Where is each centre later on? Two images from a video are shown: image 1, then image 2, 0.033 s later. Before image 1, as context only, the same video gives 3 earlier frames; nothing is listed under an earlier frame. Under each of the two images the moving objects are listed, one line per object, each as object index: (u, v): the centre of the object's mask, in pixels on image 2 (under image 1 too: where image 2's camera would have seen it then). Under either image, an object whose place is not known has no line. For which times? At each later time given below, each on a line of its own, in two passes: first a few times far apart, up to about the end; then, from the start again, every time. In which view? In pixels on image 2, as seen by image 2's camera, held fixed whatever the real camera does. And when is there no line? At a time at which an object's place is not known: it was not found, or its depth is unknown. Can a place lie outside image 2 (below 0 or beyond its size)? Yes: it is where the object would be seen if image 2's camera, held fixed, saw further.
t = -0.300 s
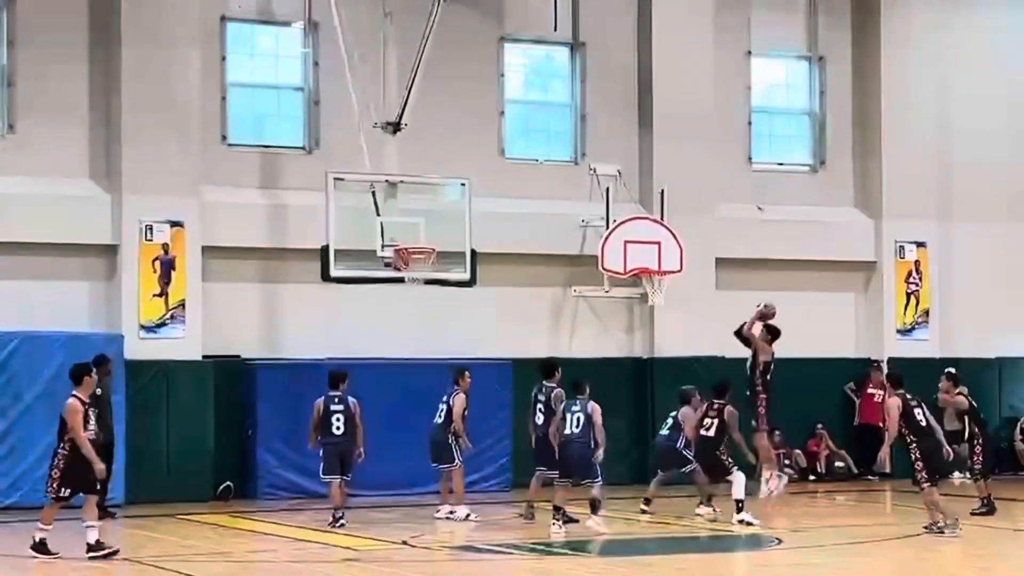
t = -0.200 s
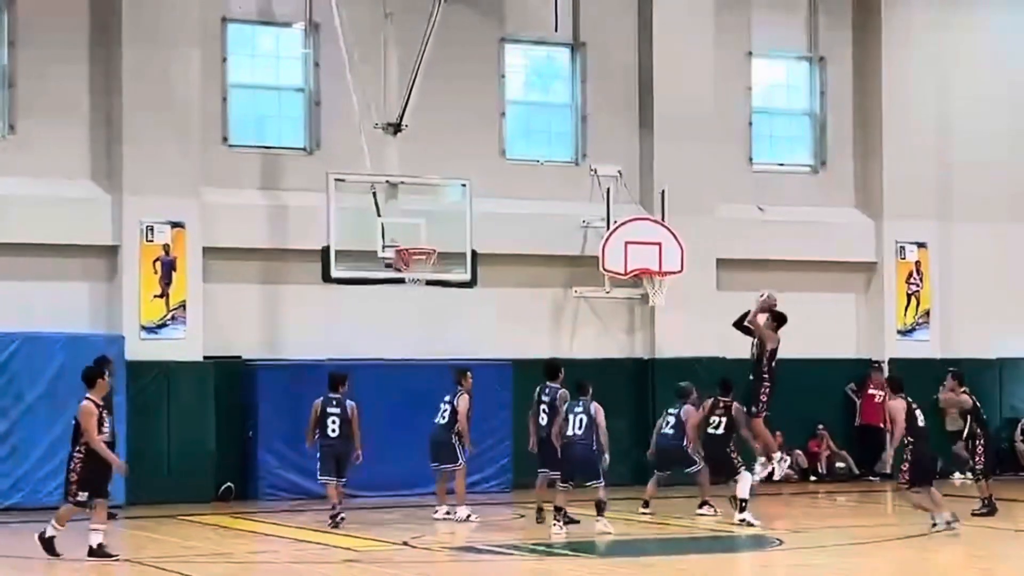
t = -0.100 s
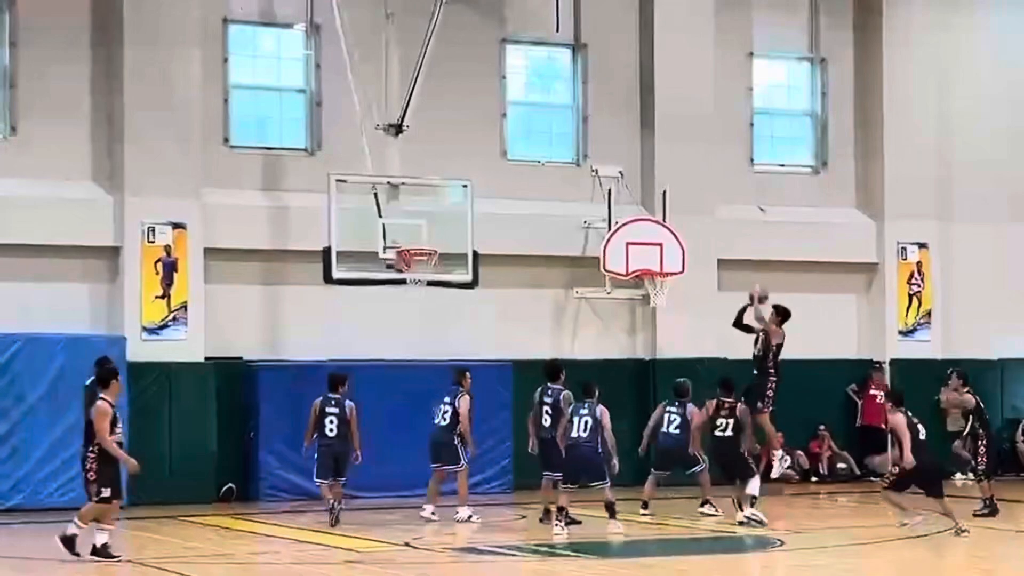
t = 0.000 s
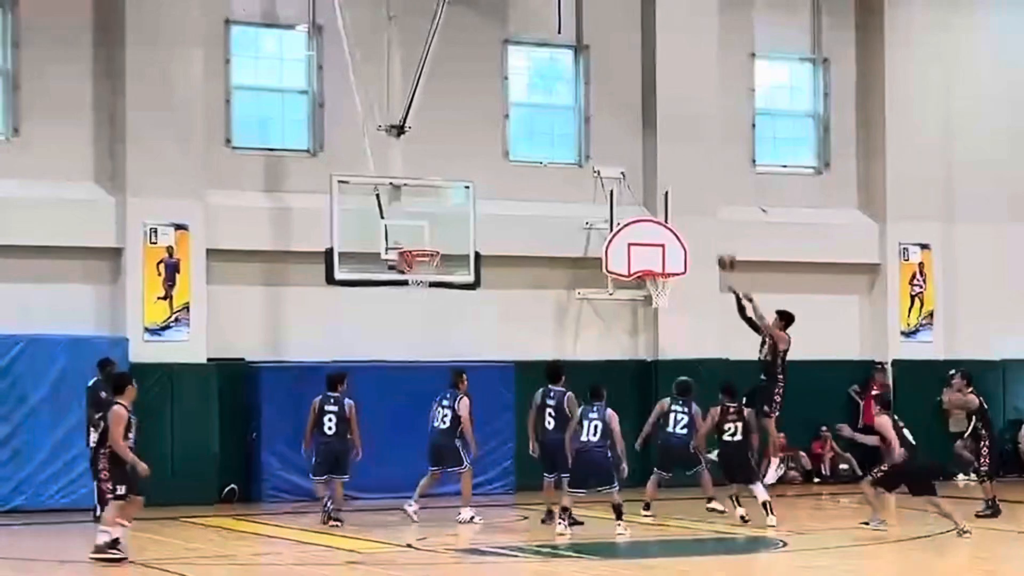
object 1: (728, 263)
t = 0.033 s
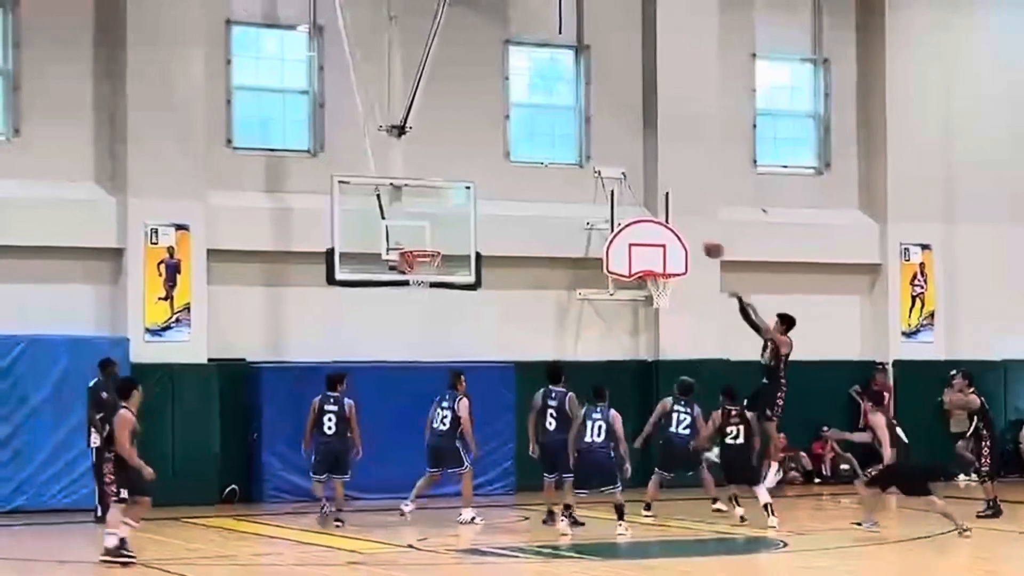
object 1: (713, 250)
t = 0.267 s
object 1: (615, 193)
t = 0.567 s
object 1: (494, 183)
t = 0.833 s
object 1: (430, 221)
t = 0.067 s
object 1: (699, 238)
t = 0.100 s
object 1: (685, 228)
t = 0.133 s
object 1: (672, 218)
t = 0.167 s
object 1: (657, 211)
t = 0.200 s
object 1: (644, 202)
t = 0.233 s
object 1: (630, 196)
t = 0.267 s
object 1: (615, 193)
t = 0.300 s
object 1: (601, 188)
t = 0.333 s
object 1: (588, 184)
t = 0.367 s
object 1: (574, 181)
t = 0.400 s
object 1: (561, 179)
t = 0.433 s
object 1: (547, 179)
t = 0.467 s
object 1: (533, 179)
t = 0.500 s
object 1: (520, 180)
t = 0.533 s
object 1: (507, 181)
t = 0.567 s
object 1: (494, 183)
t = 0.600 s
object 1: (481, 187)
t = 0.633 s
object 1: (467, 192)
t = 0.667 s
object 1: (452, 199)
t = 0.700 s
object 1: (445, 202)
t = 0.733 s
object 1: (441, 206)
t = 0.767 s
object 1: (437, 210)
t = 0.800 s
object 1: (434, 215)
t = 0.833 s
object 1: (430, 221)
